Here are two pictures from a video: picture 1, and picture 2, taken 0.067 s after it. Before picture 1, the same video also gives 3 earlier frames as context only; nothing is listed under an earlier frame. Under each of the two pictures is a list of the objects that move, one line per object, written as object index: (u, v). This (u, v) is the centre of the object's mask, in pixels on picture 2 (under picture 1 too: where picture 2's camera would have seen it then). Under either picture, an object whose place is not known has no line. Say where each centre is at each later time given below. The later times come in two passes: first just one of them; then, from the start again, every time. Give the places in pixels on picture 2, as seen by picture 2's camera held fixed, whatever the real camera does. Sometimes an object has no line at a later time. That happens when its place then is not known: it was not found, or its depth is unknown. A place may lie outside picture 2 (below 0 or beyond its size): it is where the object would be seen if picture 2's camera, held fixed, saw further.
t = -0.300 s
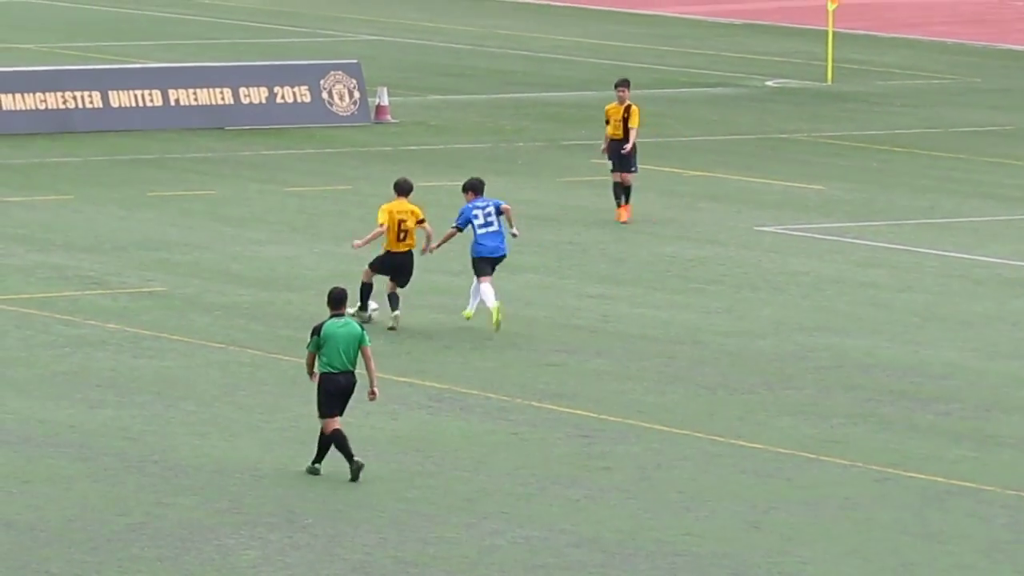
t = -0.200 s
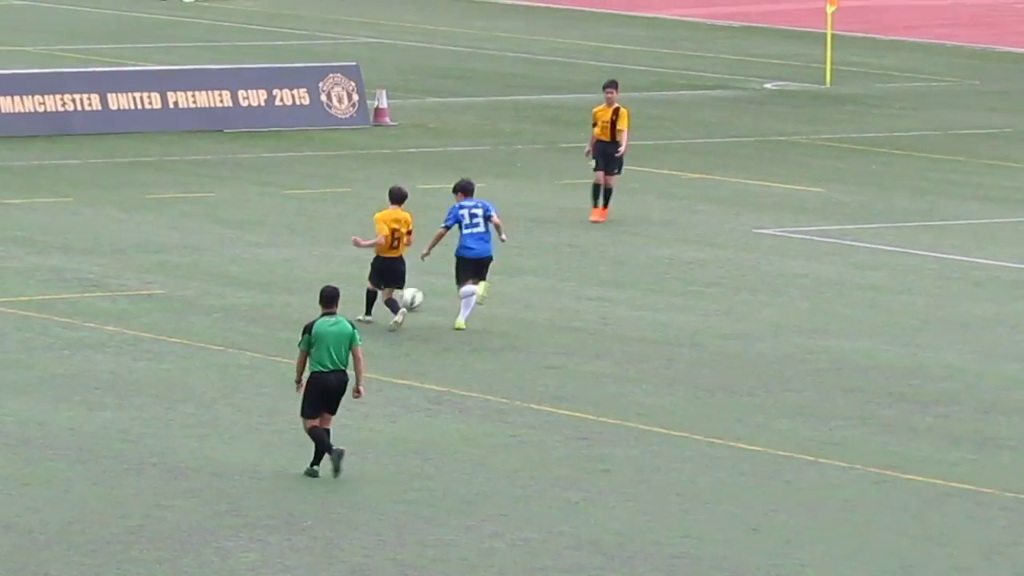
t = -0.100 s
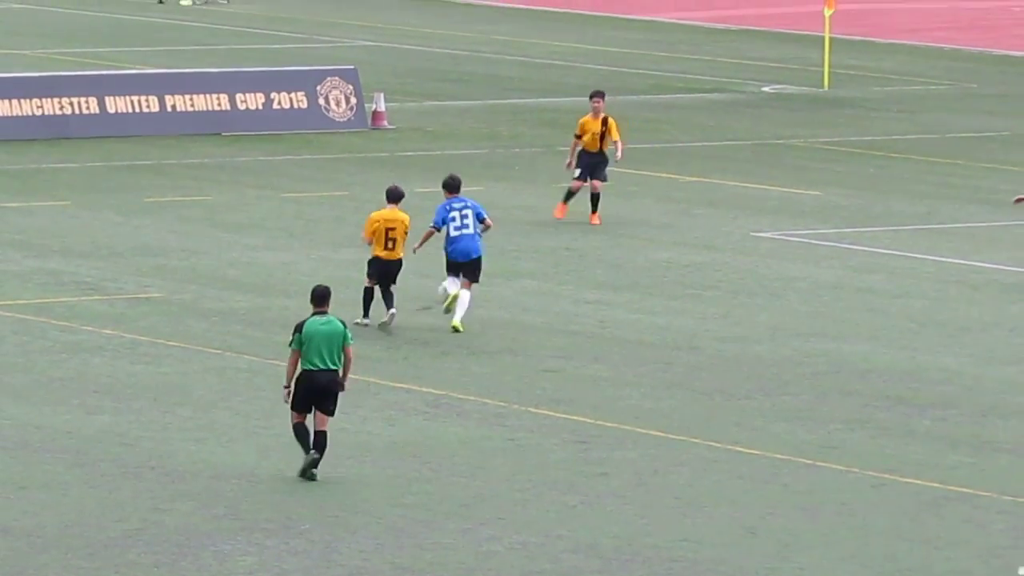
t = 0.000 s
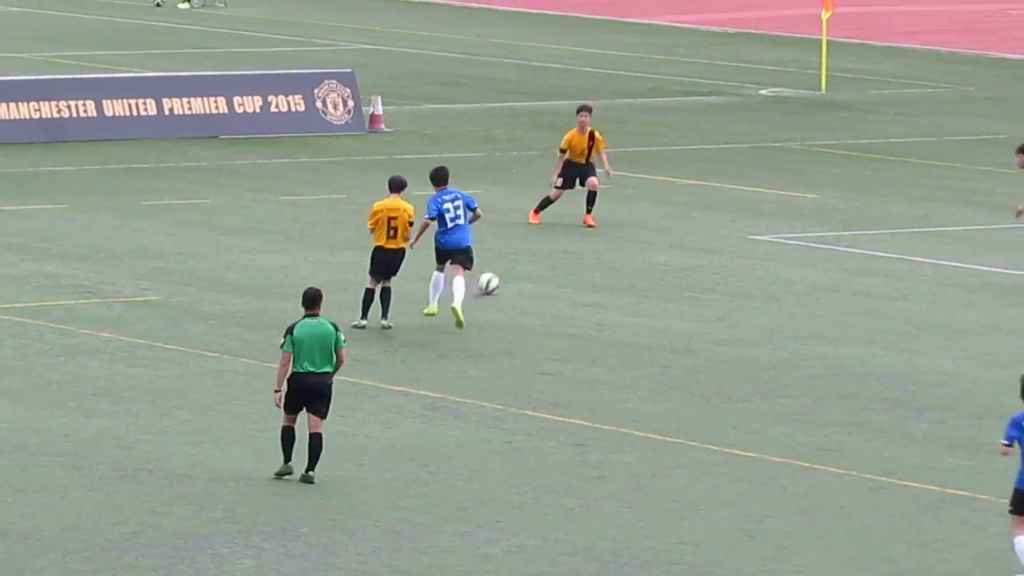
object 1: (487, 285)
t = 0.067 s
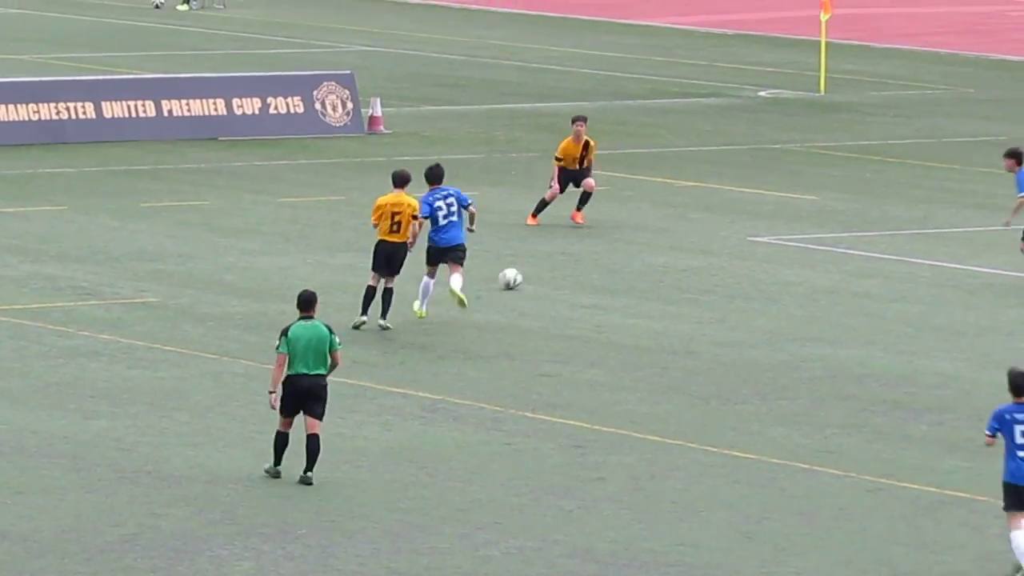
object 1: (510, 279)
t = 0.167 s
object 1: (544, 269)
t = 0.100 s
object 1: (521, 276)
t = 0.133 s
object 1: (534, 271)
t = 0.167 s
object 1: (544, 269)
